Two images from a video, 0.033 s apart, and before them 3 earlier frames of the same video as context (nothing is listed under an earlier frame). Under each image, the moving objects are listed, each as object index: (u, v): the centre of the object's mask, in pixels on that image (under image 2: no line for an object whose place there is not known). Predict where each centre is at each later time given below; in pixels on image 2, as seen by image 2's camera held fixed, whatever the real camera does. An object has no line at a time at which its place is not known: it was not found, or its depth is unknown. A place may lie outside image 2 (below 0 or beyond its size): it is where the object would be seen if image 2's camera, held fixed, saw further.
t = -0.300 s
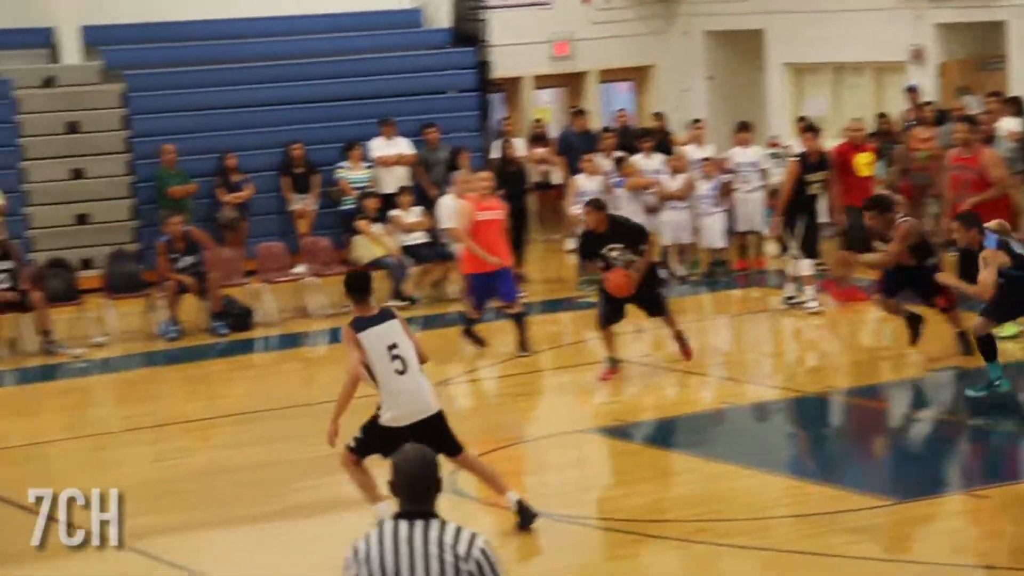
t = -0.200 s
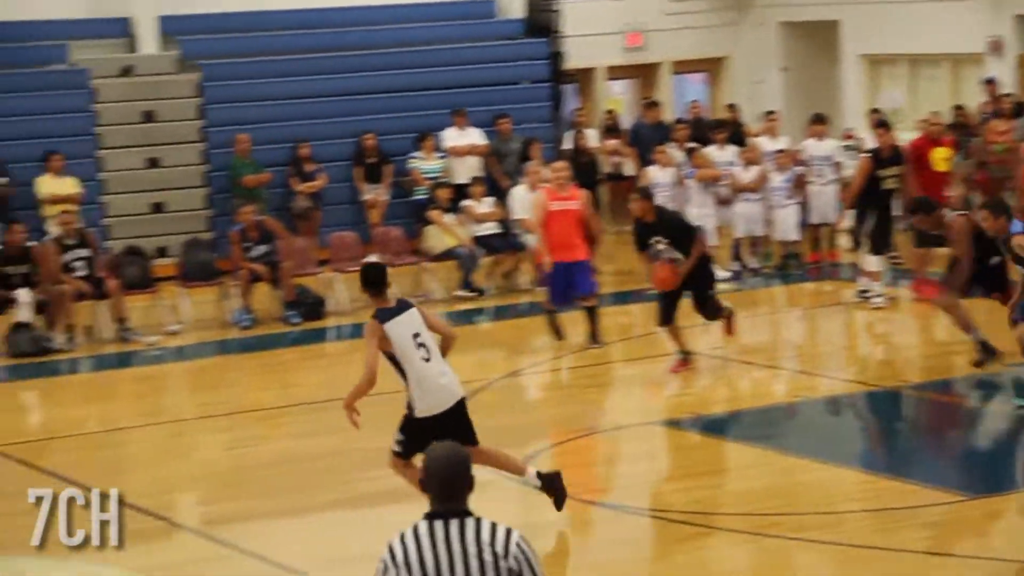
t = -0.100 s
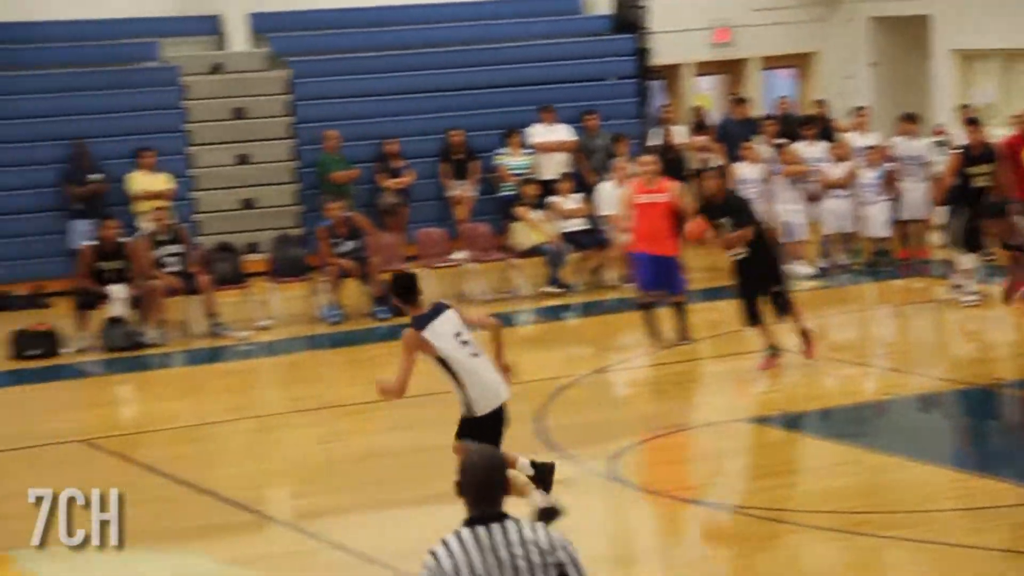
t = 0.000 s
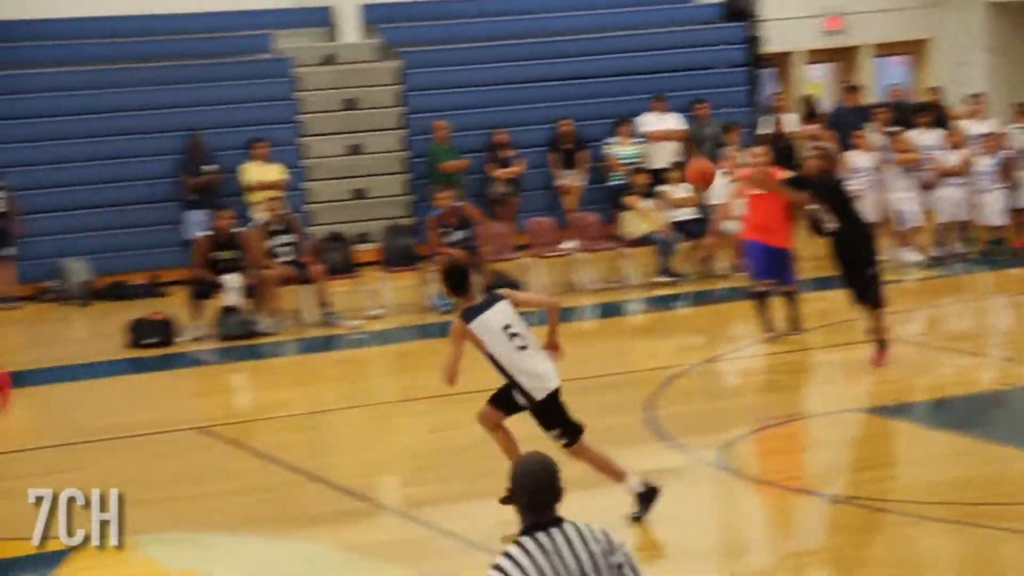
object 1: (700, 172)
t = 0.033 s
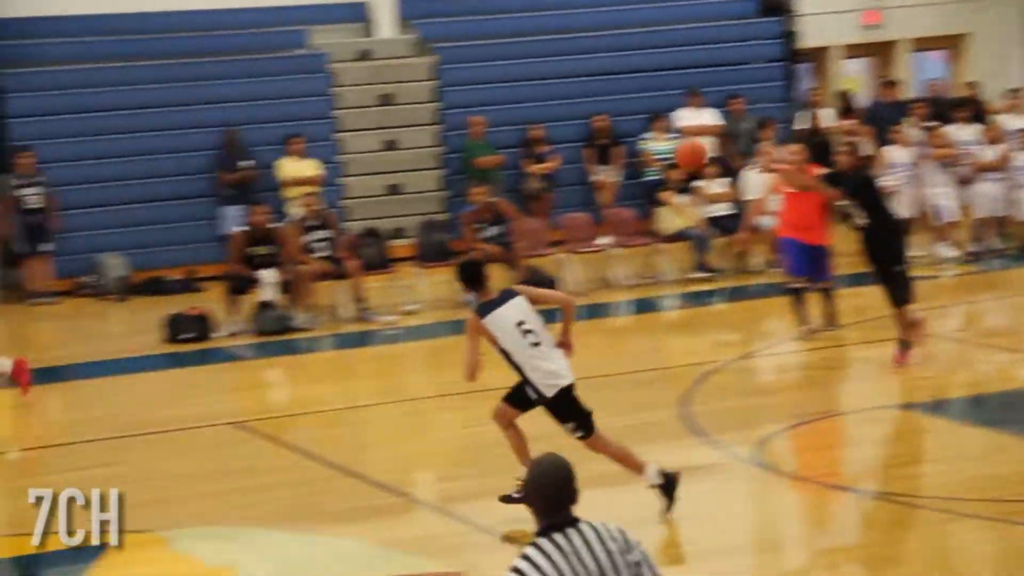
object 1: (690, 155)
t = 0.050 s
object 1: (669, 149)
